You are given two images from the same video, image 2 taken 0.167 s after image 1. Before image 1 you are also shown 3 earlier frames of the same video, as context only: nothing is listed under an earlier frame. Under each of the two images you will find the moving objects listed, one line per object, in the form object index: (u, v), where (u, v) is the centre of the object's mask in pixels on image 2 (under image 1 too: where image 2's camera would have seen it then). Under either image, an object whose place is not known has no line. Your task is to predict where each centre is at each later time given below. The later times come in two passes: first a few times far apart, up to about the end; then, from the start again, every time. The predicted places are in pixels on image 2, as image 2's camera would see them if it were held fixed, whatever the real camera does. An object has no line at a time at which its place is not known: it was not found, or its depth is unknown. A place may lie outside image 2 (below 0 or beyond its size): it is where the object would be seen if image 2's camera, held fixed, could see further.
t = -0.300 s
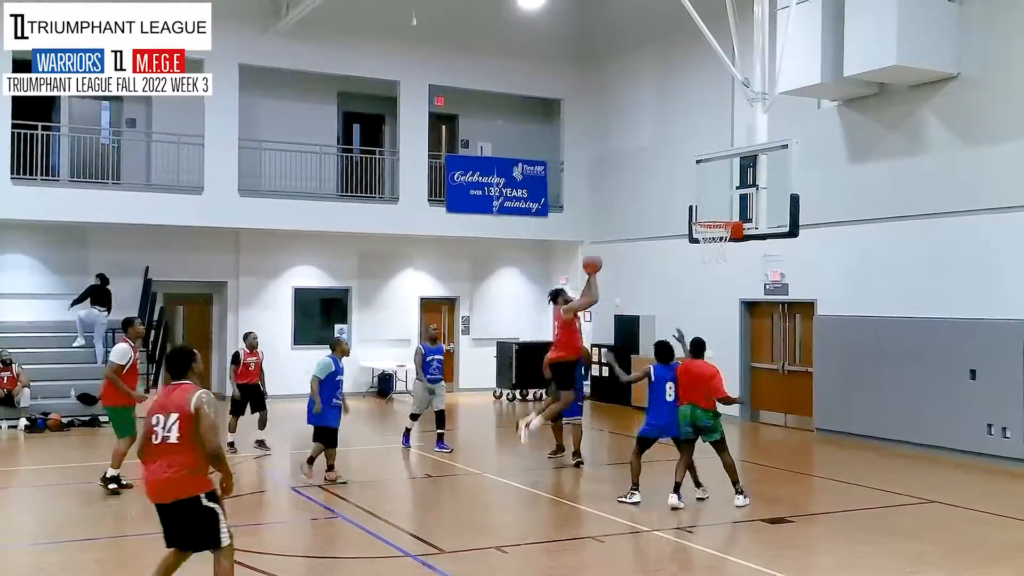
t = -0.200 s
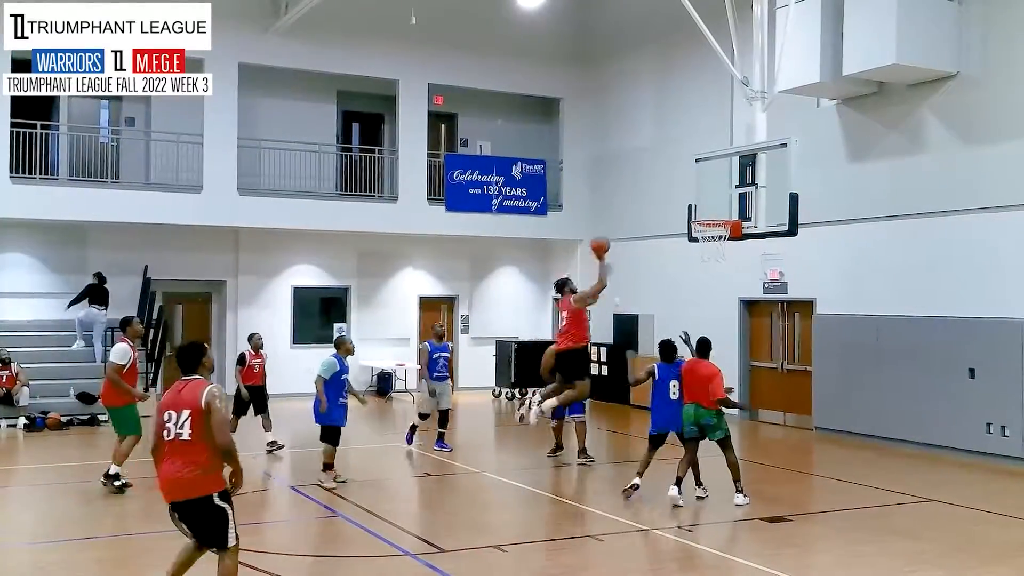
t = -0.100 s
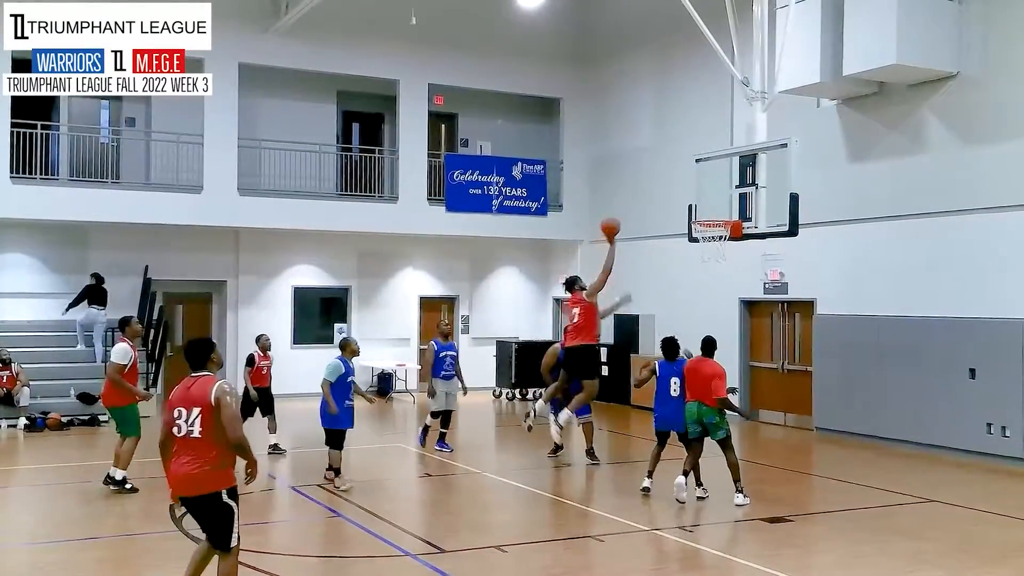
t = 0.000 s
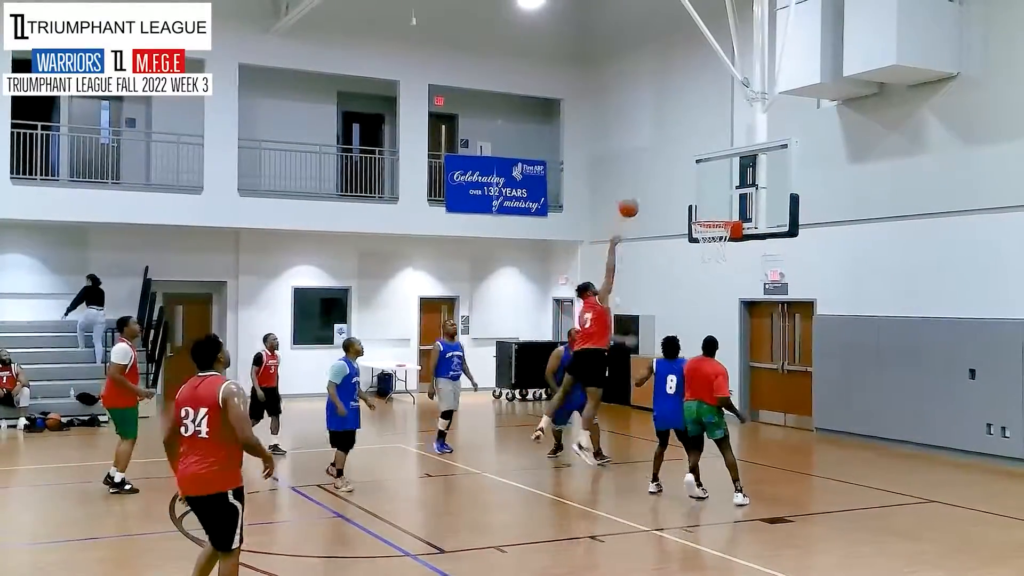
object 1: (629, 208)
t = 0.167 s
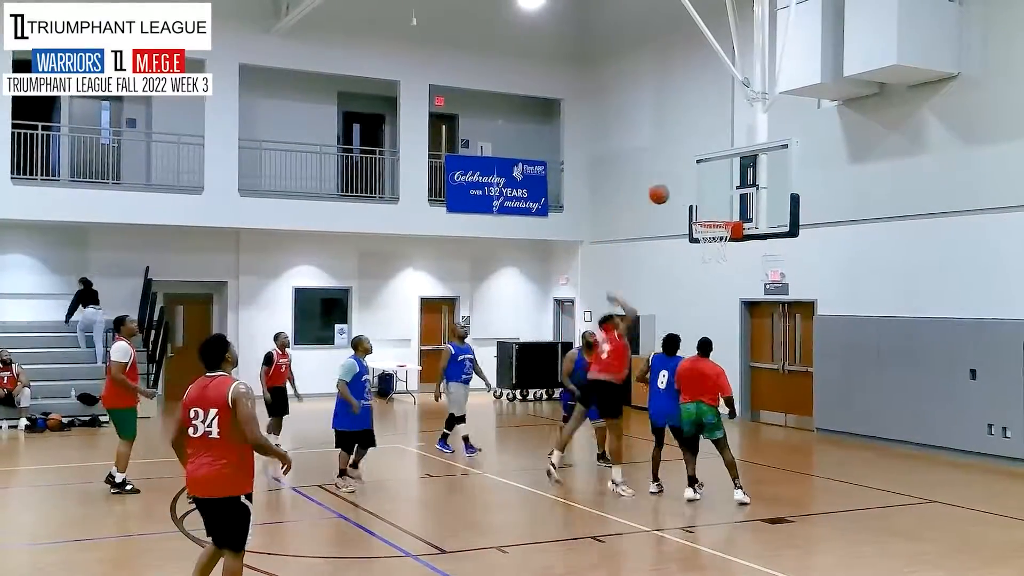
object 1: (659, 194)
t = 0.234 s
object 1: (671, 195)
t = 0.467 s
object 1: (706, 209)
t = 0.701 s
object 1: (723, 213)
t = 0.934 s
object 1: (718, 214)
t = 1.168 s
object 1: (705, 224)
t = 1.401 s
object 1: (710, 249)
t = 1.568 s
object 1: (717, 284)
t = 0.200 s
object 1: (665, 194)
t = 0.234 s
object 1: (671, 195)
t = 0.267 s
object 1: (677, 197)
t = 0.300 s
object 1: (683, 199)
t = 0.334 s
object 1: (689, 203)
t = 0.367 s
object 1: (694, 208)
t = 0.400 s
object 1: (699, 211)
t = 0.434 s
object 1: (702, 210)
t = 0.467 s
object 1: (706, 209)
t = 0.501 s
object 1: (709, 209)
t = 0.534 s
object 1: (712, 211)
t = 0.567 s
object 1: (715, 212)
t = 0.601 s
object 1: (717, 212)
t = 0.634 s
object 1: (719, 212)
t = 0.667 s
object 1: (721, 212)
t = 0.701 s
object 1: (723, 213)
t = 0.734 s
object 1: (724, 214)
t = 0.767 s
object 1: (724, 213)
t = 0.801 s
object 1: (723, 213)
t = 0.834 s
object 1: (723, 214)
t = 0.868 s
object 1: (722, 215)
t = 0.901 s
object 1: (720, 214)
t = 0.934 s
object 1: (718, 214)
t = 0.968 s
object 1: (715, 214)
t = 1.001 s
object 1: (713, 215)
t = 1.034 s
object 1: (711, 215)
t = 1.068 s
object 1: (709, 215)
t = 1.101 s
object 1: (708, 216)
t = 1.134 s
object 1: (707, 217)
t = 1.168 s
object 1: (705, 224)
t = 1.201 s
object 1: (705, 225)
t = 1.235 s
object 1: (706, 228)
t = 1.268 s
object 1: (706, 230)
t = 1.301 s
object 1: (707, 234)
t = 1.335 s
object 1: (708, 240)
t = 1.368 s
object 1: (710, 246)
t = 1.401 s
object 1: (710, 249)
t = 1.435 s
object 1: (712, 256)
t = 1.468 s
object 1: (713, 262)
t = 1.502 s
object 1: (714, 267)
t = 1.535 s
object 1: (715, 275)
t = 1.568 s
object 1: (717, 284)
